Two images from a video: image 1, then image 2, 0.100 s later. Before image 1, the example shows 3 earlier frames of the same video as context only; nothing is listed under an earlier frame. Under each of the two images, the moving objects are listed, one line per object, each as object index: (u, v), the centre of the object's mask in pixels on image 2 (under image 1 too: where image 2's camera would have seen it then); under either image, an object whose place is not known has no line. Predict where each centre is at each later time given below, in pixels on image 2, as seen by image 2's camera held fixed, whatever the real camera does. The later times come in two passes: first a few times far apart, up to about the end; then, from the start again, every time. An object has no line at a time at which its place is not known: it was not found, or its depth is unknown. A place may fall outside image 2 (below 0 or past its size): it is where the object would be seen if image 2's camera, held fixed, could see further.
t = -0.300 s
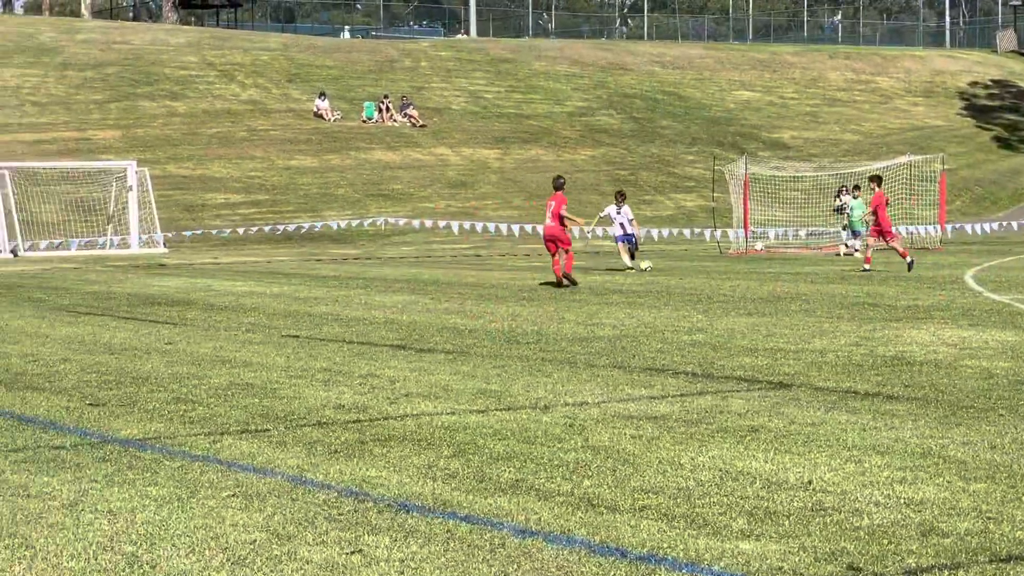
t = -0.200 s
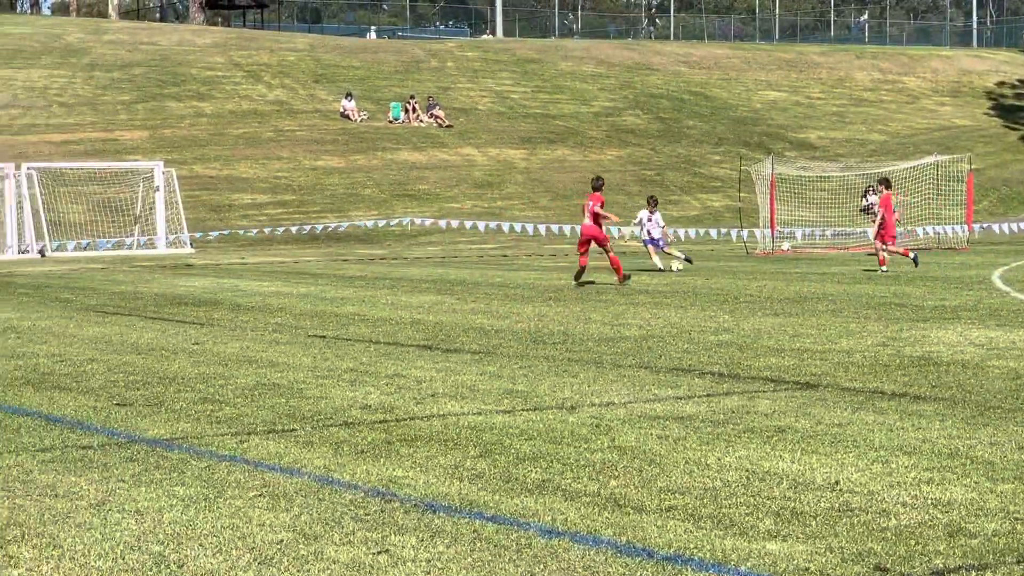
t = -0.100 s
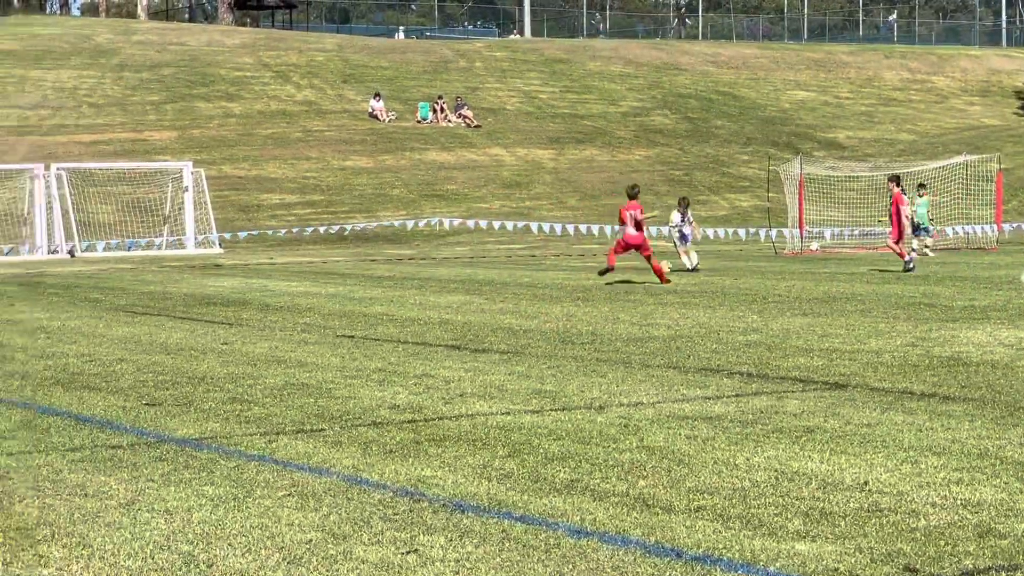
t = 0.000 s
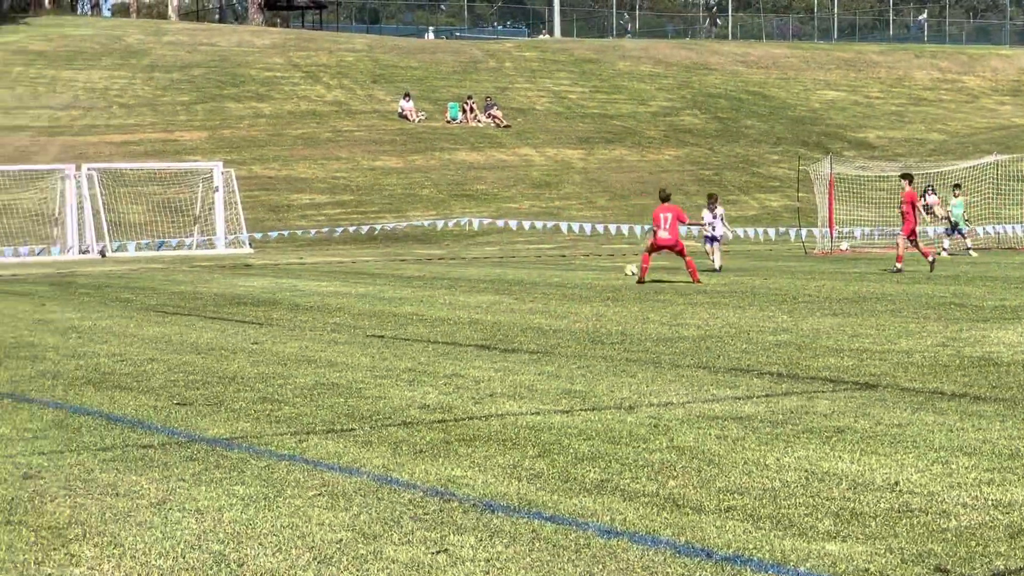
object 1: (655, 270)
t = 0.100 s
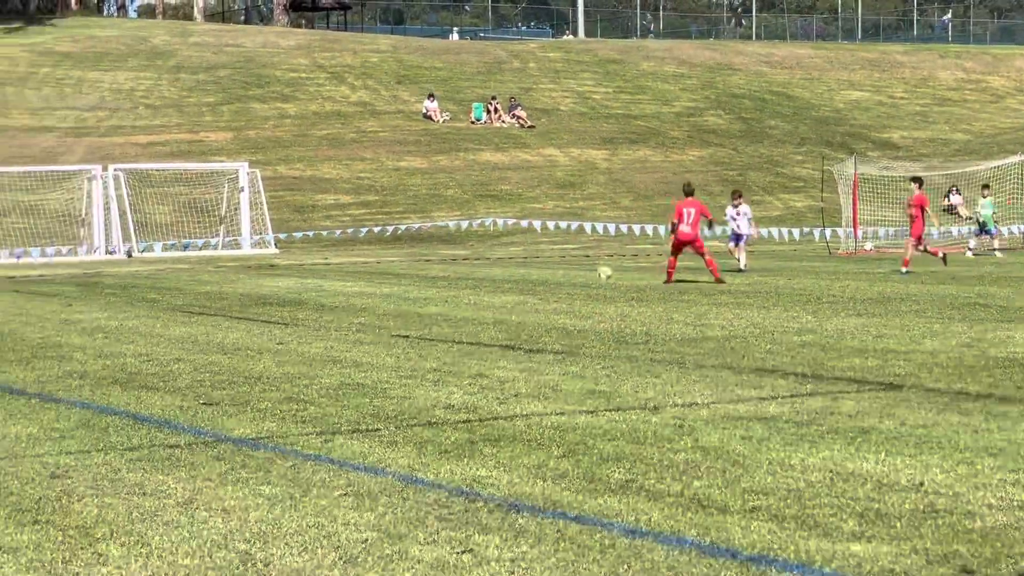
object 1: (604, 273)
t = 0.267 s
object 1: (511, 278)
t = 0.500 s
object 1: (395, 282)
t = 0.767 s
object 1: (278, 285)
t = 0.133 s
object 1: (585, 273)
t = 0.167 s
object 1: (566, 274)
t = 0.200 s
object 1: (547, 276)
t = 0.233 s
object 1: (529, 277)
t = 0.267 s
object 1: (511, 278)
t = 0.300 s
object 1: (493, 279)
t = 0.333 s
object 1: (476, 279)
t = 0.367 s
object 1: (460, 279)
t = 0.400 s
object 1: (443, 281)
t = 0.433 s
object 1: (426, 281)
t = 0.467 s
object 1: (410, 281)
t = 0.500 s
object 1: (395, 282)
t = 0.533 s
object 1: (380, 282)
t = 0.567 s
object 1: (365, 282)
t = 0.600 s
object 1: (349, 283)
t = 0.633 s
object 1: (335, 284)
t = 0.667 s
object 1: (321, 284)
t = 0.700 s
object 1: (306, 284)
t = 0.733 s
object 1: (293, 284)
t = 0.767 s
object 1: (278, 285)
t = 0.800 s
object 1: (264, 285)
